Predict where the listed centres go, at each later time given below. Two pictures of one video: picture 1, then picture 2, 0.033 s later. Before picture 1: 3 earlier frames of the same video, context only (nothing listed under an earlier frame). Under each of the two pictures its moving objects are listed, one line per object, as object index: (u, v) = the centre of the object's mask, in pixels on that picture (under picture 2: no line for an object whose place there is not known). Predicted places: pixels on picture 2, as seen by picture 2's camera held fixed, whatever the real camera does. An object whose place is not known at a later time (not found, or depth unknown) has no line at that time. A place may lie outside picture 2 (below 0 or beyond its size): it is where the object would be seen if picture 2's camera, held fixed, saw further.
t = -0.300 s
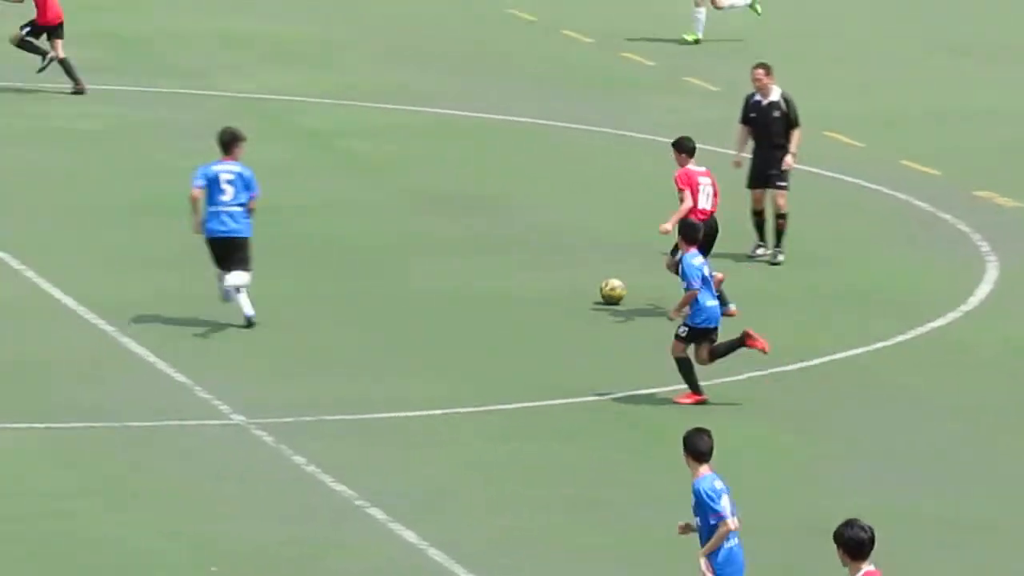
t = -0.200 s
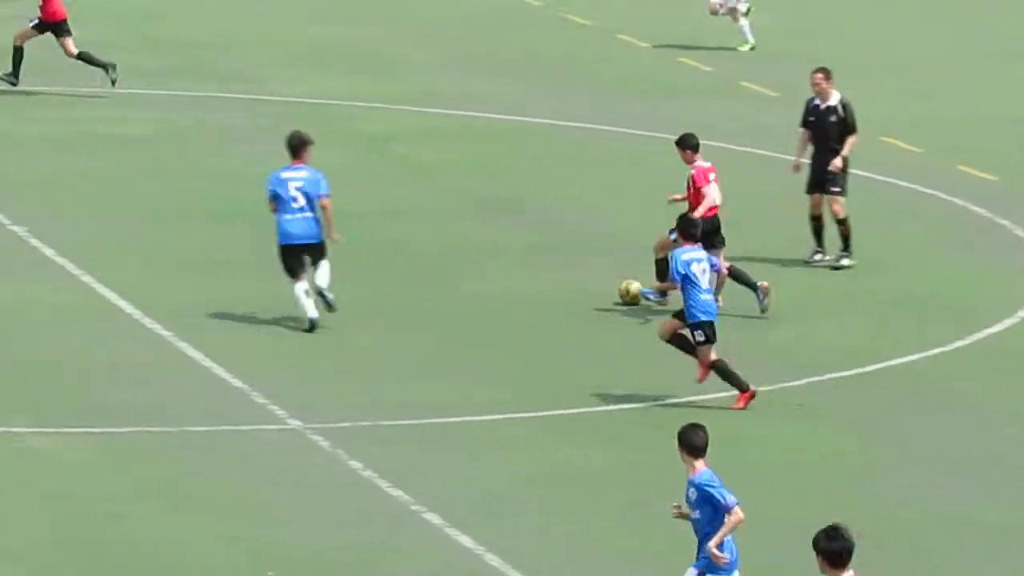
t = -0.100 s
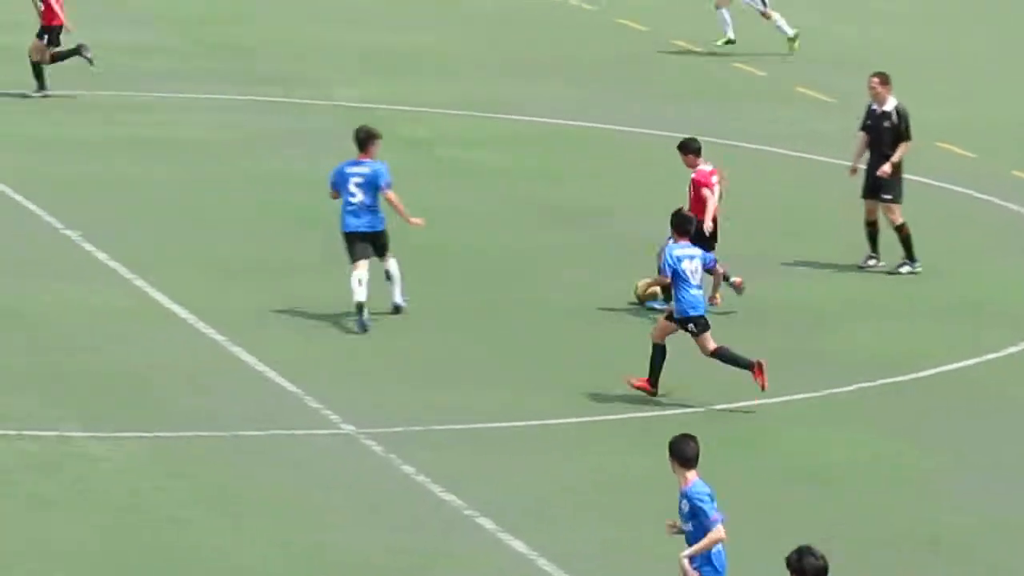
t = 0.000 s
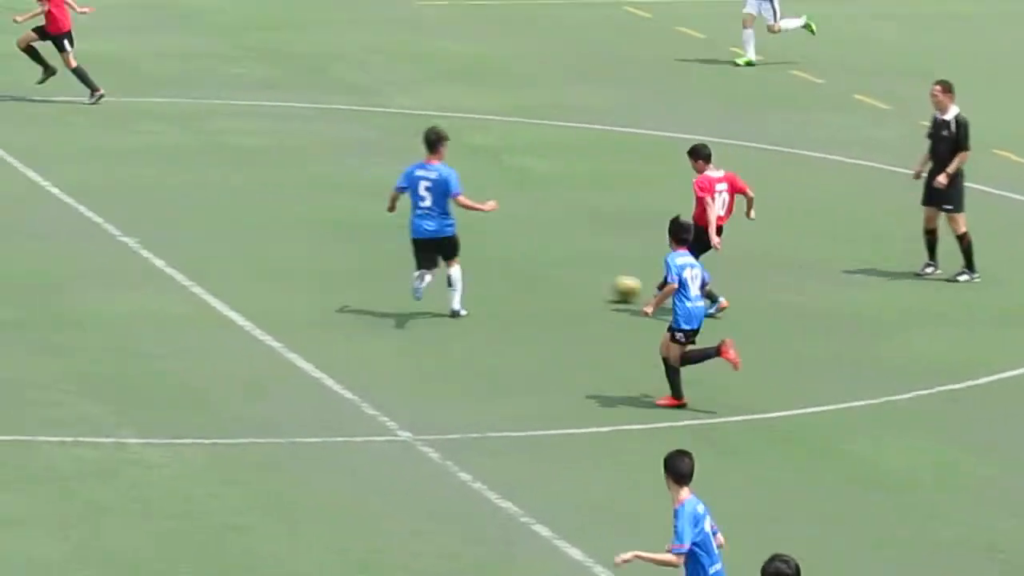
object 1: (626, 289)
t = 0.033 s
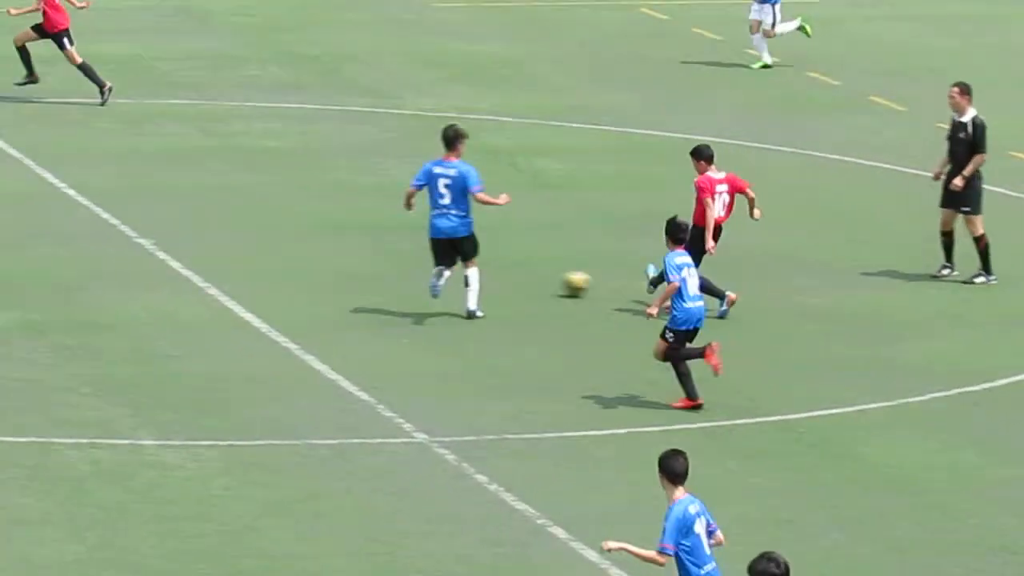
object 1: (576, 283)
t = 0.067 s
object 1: (511, 278)
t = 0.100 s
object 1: (457, 270)
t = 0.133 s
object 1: (389, 260)
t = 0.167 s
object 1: (332, 255)
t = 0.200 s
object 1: (272, 250)
